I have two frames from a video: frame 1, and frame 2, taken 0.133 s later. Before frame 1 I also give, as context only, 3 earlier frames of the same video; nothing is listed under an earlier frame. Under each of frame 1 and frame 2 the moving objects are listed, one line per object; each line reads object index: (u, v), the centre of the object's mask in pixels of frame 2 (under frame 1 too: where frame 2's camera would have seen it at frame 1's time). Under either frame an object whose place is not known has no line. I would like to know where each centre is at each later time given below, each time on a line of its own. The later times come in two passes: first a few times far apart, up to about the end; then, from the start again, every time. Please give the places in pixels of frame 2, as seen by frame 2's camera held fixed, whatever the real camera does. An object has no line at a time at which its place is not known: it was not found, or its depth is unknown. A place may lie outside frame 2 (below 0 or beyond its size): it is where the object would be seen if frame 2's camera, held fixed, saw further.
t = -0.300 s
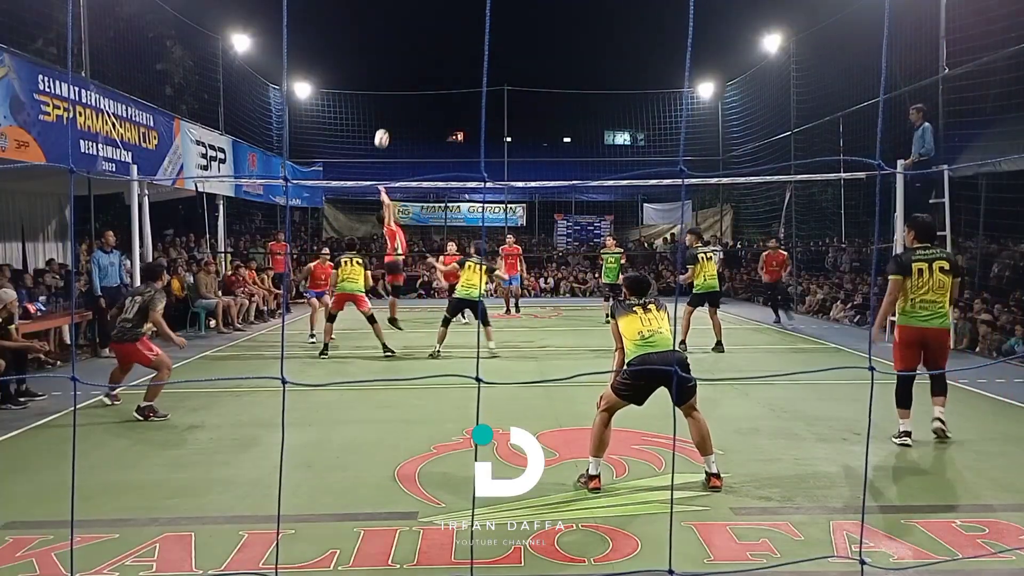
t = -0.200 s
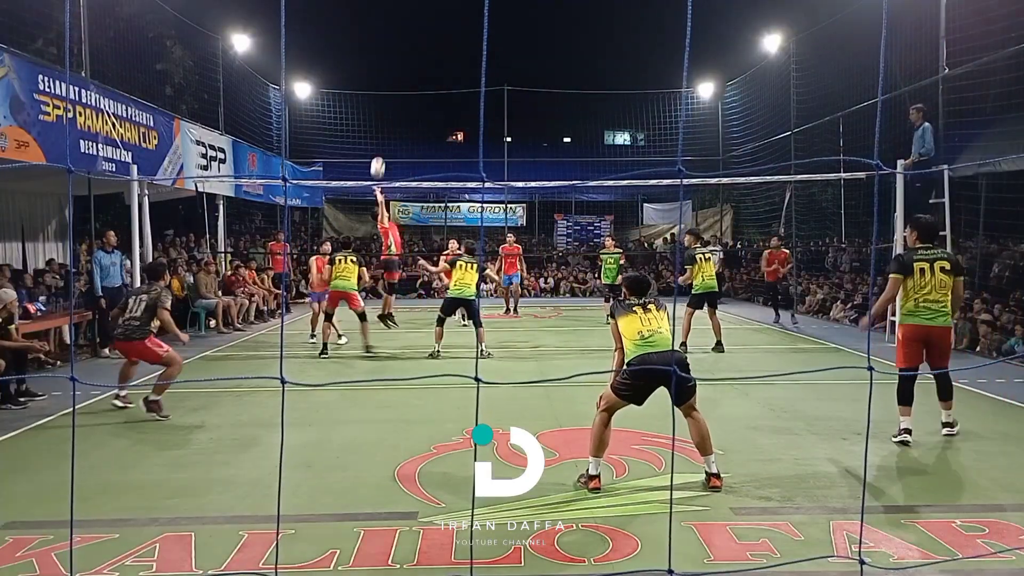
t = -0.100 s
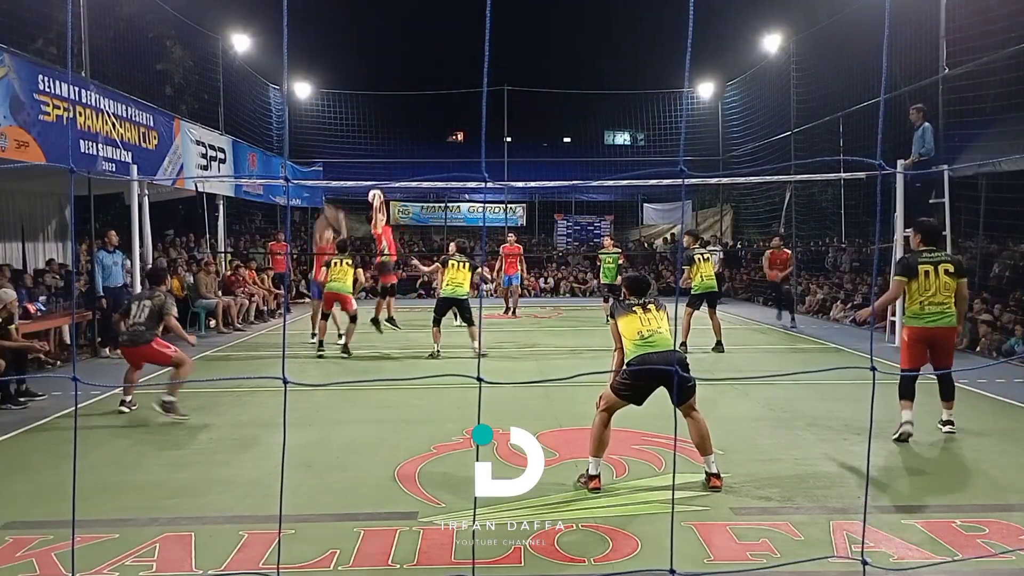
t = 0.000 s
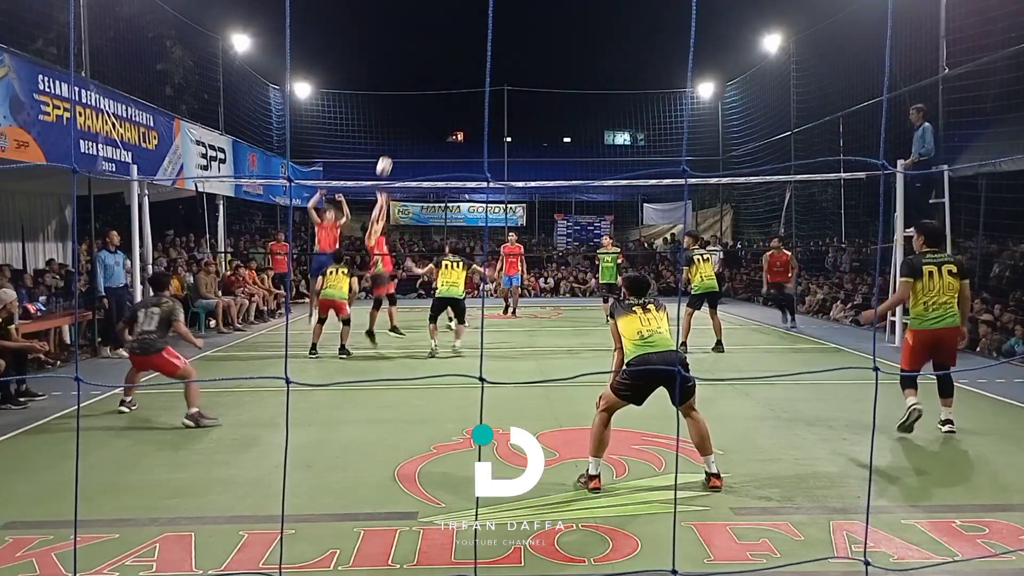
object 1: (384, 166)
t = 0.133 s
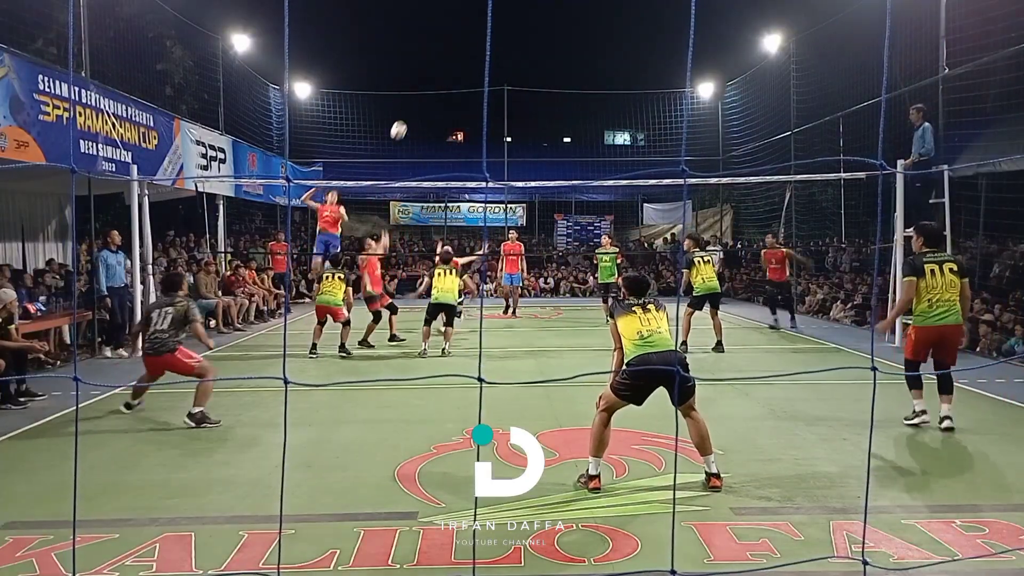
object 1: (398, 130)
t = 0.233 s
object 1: (409, 111)
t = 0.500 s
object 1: (436, 93)
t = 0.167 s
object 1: (402, 123)
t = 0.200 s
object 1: (405, 117)
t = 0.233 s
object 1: (409, 111)
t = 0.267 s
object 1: (412, 106)
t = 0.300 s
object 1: (416, 102)
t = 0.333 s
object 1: (419, 99)
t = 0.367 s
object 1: (422, 96)
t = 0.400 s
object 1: (426, 94)
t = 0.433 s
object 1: (429, 93)
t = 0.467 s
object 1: (432, 93)
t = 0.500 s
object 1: (436, 93)
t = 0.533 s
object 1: (439, 94)
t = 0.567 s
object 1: (442, 96)
